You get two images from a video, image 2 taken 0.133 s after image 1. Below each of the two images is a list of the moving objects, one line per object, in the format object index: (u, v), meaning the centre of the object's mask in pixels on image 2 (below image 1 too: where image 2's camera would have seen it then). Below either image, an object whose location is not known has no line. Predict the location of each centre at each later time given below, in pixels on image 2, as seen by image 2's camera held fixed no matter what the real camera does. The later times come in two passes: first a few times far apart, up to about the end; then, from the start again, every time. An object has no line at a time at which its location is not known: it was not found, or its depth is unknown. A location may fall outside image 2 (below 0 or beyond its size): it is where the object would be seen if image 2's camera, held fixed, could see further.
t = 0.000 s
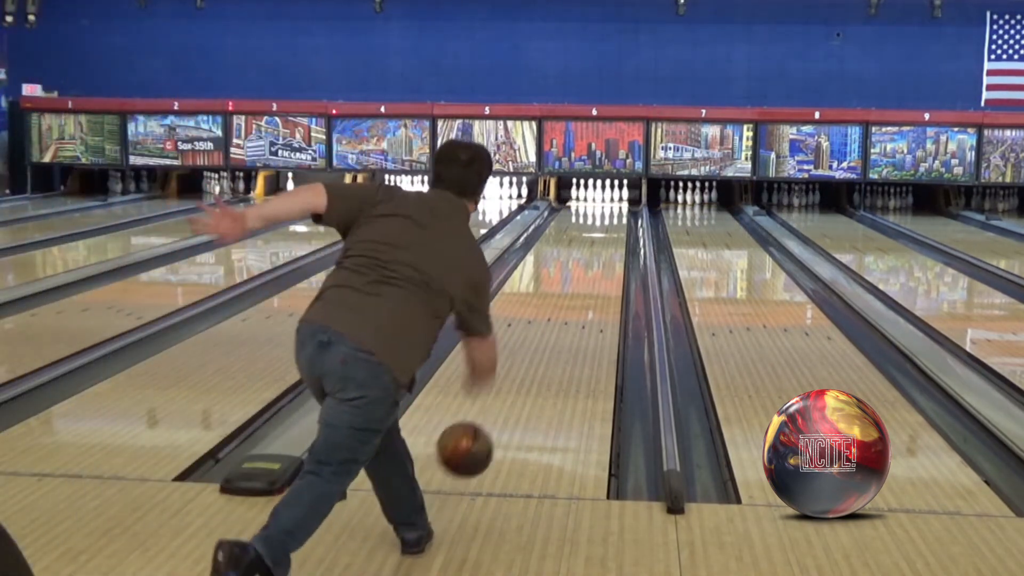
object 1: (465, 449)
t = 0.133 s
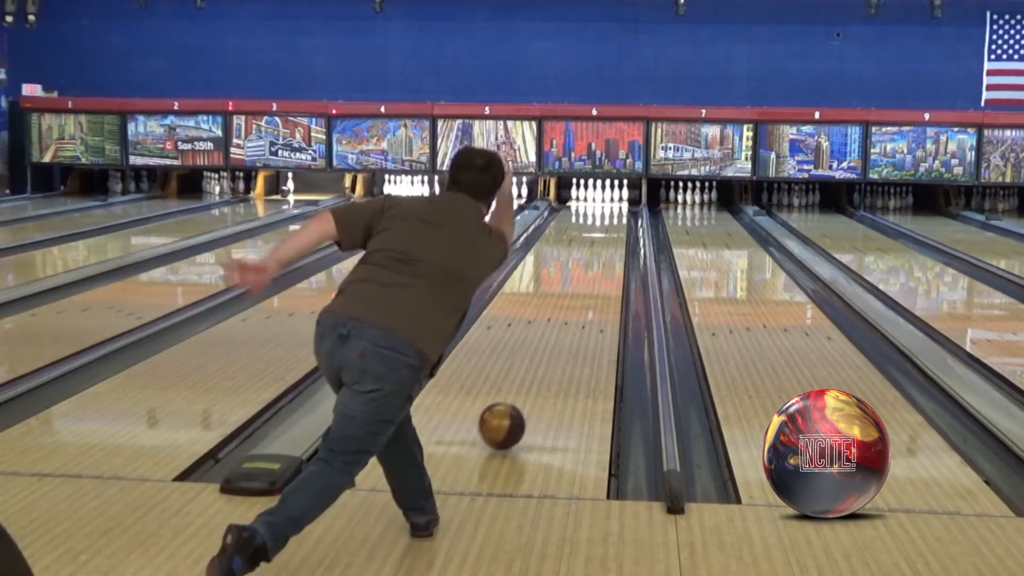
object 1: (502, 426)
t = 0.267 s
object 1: (527, 382)
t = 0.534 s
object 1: (562, 323)
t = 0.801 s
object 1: (584, 286)
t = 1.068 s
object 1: (598, 259)
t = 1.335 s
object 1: (607, 240)
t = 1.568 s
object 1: (613, 228)
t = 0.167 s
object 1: (509, 411)
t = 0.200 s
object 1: (516, 399)
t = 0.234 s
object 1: (522, 390)
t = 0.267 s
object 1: (527, 382)
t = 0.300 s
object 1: (533, 373)
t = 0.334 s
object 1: (538, 364)
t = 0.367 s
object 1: (543, 356)
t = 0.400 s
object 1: (547, 348)
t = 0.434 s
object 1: (551, 341)
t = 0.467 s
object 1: (555, 334)
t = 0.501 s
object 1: (559, 329)
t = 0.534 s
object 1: (562, 323)
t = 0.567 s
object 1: (565, 318)
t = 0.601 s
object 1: (568, 312)
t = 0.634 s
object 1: (571, 307)
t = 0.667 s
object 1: (574, 303)
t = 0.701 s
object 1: (577, 299)
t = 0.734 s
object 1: (579, 294)
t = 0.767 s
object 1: (581, 290)
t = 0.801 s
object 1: (584, 286)
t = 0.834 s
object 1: (586, 282)
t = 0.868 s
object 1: (588, 278)
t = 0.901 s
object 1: (589, 275)
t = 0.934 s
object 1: (592, 271)
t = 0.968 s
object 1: (593, 268)
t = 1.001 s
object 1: (595, 265)
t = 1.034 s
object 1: (596, 262)
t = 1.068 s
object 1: (598, 259)
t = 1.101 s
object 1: (599, 256)
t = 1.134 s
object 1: (600, 254)
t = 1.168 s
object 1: (602, 252)
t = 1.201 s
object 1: (603, 249)
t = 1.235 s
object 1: (604, 248)
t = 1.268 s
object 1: (606, 245)
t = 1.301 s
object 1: (607, 242)
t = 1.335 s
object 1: (607, 240)
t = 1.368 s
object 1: (609, 238)
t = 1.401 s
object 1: (610, 236)
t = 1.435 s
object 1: (610, 235)
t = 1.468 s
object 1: (611, 233)
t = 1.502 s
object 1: (612, 231)
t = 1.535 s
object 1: (612, 229)
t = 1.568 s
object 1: (613, 228)
